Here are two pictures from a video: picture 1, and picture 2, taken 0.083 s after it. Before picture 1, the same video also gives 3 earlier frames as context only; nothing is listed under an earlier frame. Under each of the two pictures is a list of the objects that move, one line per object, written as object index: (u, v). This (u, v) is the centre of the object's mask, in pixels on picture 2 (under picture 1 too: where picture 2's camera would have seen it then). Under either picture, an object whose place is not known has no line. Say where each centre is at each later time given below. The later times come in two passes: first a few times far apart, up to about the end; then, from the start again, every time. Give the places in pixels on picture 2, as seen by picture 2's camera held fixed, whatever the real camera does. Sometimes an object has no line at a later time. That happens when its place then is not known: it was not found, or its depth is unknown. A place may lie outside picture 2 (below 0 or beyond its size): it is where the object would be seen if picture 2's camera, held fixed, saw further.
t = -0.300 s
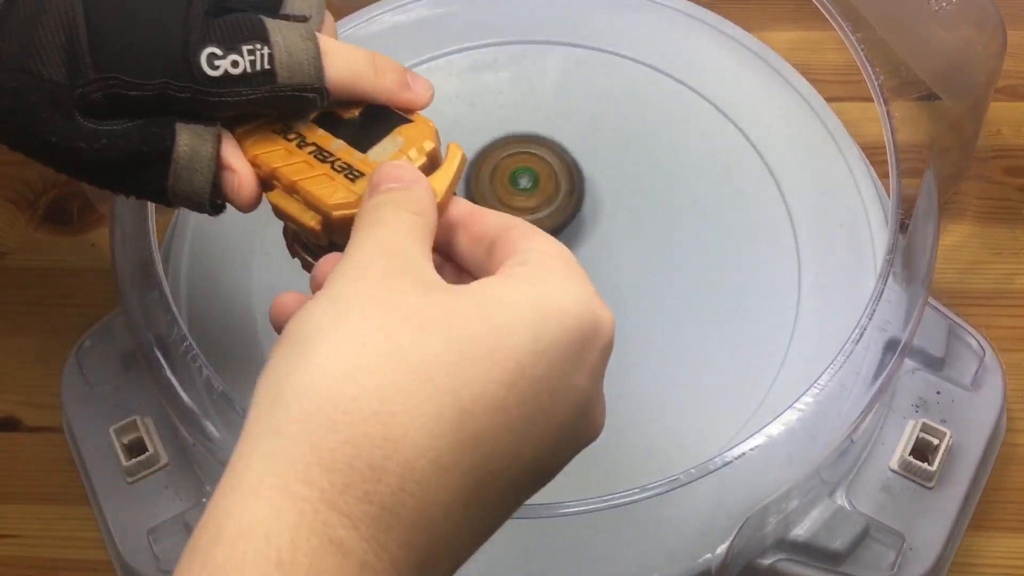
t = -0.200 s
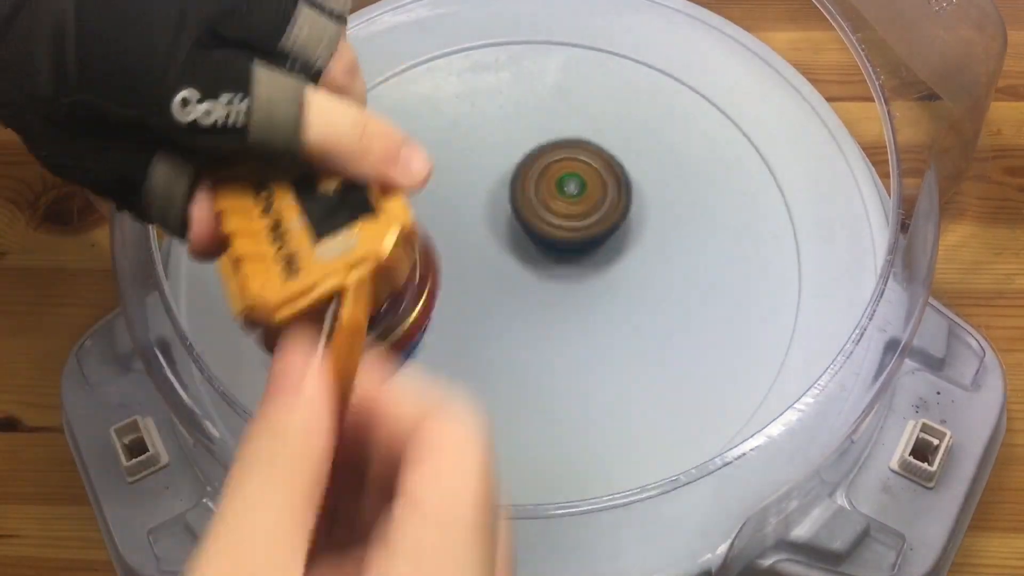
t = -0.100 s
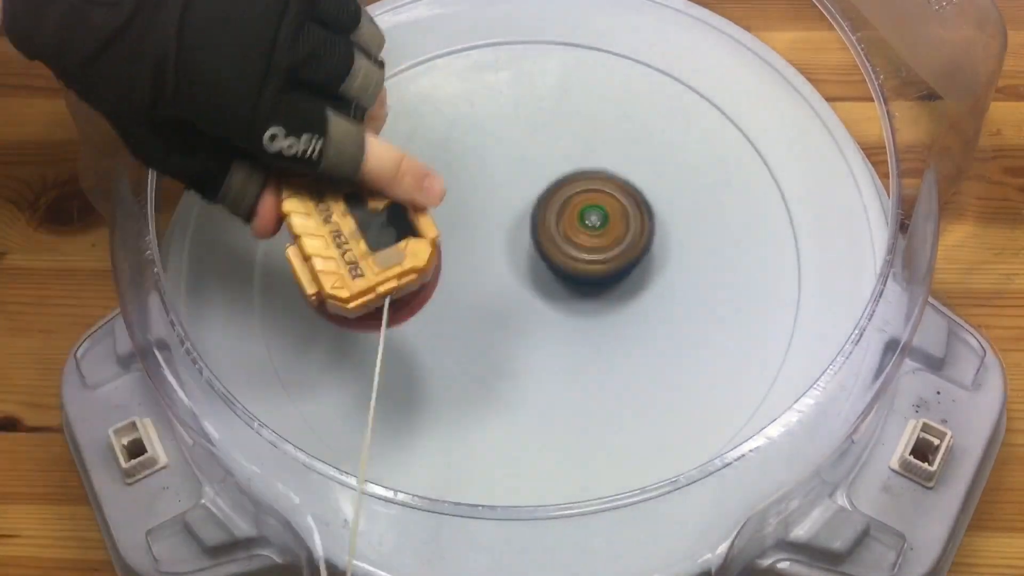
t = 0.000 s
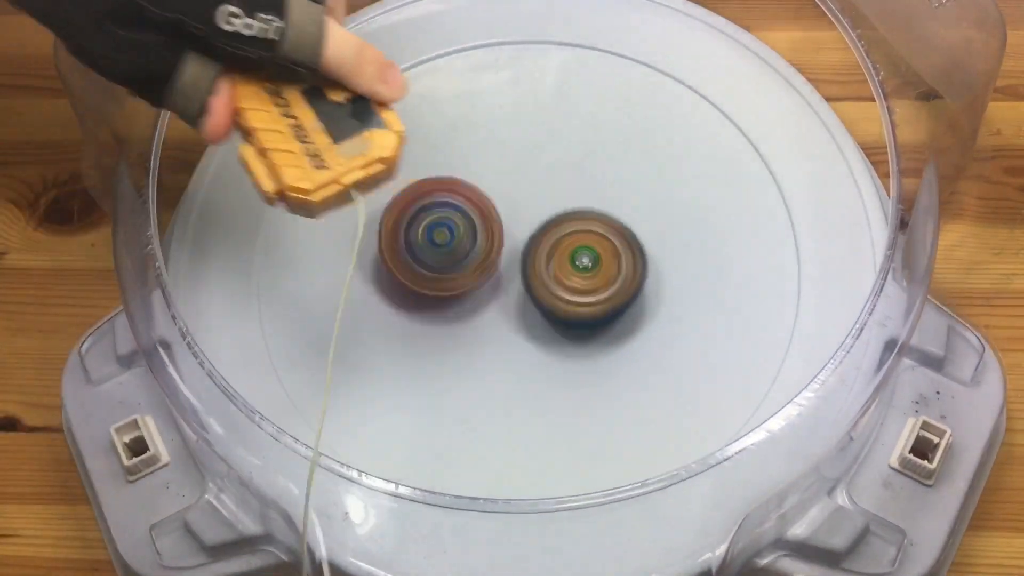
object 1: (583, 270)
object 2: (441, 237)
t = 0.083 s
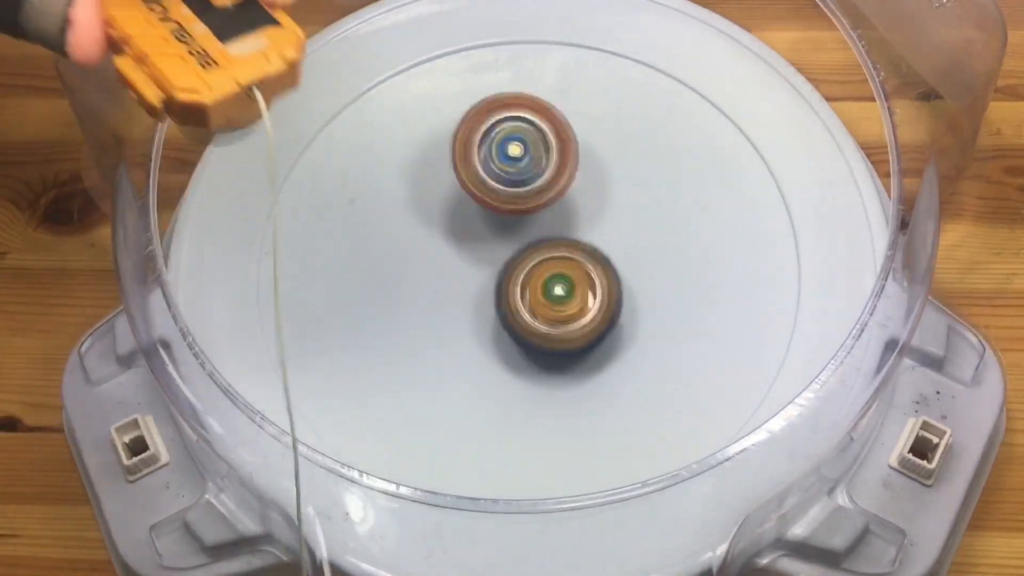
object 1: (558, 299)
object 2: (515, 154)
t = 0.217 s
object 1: (502, 319)
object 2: (628, 98)
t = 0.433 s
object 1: (454, 271)
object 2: (677, 103)
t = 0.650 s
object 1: (436, 177)
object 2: (617, 246)
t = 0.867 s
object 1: (378, 118)
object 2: (665, 394)
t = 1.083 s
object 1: (543, 214)
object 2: (588, 357)
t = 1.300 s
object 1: (638, 98)
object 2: (508, 439)
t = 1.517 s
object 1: (603, 167)
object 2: (539, 356)
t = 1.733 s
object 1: (546, 40)
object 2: (541, 441)
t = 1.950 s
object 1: (539, 154)
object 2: (555, 369)
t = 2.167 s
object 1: (515, 92)
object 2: (618, 376)
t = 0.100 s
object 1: (555, 302)
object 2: (530, 146)
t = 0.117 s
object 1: (547, 308)
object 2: (543, 143)
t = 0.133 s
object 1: (542, 310)
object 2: (558, 143)
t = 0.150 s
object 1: (533, 314)
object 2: (573, 129)
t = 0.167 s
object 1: (528, 317)
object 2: (588, 115)
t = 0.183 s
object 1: (518, 319)
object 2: (599, 106)
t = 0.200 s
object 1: (511, 320)
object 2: (613, 101)
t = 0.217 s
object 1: (502, 319)
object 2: (628, 98)
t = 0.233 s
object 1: (494, 322)
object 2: (638, 87)
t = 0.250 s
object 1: (487, 315)
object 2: (644, 79)
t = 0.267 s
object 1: (480, 315)
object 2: (654, 76)
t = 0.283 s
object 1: (475, 315)
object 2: (663, 76)
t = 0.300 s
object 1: (468, 313)
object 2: (671, 78)
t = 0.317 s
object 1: (466, 310)
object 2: (673, 75)
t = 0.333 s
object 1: (460, 307)
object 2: (677, 75)
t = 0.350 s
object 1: (460, 299)
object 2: (682, 78)
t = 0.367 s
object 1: (457, 295)
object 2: (685, 84)
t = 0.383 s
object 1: (456, 291)
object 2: (682, 84)
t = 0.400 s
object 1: (454, 286)
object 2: (680, 87)
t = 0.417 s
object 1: (453, 279)
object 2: (679, 94)
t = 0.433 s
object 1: (454, 271)
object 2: (677, 103)
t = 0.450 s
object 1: (453, 266)
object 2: (672, 115)
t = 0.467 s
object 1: (455, 259)
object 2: (665, 123)
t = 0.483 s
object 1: (455, 253)
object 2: (661, 134)
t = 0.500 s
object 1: (457, 245)
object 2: (655, 142)
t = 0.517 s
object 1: (460, 239)
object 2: (646, 151)
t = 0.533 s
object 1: (461, 233)
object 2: (637, 161)
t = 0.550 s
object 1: (465, 225)
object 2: (630, 172)
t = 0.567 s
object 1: (467, 218)
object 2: (621, 182)
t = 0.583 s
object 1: (472, 213)
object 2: (610, 189)
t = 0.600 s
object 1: (476, 207)
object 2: (599, 200)
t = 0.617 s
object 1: (468, 198)
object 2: (601, 218)
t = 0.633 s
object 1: (453, 187)
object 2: (608, 232)
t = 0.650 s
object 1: (436, 177)
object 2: (617, 246)
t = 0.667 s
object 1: (423, 168)
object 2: (626, 263)
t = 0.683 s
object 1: (411, 158)
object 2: (634, 275)
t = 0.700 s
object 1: (400, 151)
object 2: (640, 292)
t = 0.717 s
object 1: (392, 141)
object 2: (648, 302)
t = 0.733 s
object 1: (382, 136)
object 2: (652, 312)
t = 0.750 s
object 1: (377, 129)
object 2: (657, 328)
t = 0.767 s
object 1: (373, 124)
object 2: (661, 342)
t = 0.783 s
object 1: (368, 122)
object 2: (664, 348)
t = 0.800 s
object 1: (369, 118)
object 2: (665, 358)
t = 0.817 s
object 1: (368, 116)
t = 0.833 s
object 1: (370, 118)
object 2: (668, 380)
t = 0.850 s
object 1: (374, 117)
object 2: (665, 386)
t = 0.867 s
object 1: (378, 118)
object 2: (665, 394)
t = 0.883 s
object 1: (385, 121)
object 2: (662, 396)
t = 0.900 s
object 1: (392, 123)
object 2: (657, 402)
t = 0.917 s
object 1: (402, 129)
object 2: (655, 403)
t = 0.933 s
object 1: (413, 132)
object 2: (649, 403)
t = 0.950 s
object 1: (425, 140)
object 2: (644, 405)
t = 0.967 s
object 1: (438, 148)
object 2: (639, 401)
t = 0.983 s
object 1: (450, 154)
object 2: (631, 398)
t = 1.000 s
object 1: (468, 165)
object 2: (626, 393)
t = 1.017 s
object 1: (481, 174)
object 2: (617, 387)
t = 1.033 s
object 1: (496, 184)
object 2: (611, 382)
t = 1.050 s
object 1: (512, 194)
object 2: (604, 373)
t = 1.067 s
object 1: (526, 204)
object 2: (594, 367)
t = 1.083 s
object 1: (543, 214)
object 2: (588, 357)
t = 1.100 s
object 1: (556, 223)
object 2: (578, 348)
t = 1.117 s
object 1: (570, 229)
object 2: (572, 337)
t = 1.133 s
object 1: (581, 220)
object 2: (563, 348)
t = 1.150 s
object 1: (589, 203)
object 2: (557, 366)
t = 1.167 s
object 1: (598, 189)
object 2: (551, 380)
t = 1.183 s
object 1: (607, 173)
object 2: (542, 391)
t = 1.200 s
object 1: (613, 157)
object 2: (538, 406)
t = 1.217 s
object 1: (619, 145)
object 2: (531, 415)
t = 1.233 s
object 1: (625, 134)
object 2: (523, 426)
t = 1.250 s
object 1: (629, 122)
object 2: (521, 430)
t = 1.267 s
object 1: (632, 113)
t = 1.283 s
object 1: (635, 104)
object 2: (513, 437)
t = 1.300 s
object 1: (638, 98)
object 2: (508, 439)
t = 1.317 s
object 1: (638, 95)
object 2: (509, 440)
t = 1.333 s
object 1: (639, 90)
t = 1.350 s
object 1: (639, 90)
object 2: (508, 440)
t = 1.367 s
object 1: (638, 91)
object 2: (506, 436)
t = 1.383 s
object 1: (636, 93)
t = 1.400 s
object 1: (635, 98)
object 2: (510, 428)
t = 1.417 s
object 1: (632, 103)
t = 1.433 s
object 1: (628, 110)
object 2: (516, 413)
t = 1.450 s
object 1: (625, 121)
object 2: (522, 406)
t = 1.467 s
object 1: (621, 129)
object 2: (524, 391)
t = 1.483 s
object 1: (614, 140)
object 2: (531, 382)
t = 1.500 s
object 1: (609, 155)
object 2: (533, 367)
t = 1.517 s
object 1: (603, 167)
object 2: (539, 356)
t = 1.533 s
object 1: (595, 181)
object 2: (542, 341)
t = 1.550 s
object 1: (587, 195)
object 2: (548, 328)
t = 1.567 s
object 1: (581, 206)
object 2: (550, 316)
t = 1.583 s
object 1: (574, 197)
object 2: (553, 325)
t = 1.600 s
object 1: (571, 173)
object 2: (550, 336)
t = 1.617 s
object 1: (567, 153)
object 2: (549, 349)
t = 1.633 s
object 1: (563, 131)
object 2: (547, 368)
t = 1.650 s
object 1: (560, 111)
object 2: (545, 387)
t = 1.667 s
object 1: (557, 92)
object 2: (544, 412)
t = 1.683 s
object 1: (554, 75)
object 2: (542, 419)
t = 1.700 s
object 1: (551, 60)
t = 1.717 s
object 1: (548, 48)
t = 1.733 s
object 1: (546, 40)
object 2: (541, 441)
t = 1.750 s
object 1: (544, 37)
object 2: (539, 449)
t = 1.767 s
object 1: (542, 38)
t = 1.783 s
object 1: (540, 41)
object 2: (541, 448)
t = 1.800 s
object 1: (538, 47)
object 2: (542, 447)
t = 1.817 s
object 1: (537, 53)
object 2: (543, 449)
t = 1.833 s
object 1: (536, 61)
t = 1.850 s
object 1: (536, 72)
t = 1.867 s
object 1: (535, 83)
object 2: (547, 435)
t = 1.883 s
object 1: (535, 95)
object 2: (548, 421)
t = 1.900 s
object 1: (536, 110)
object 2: (551, 409)
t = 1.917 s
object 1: (537, 122)
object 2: (550, 398)
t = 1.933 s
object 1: (538, 137)
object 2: (553, 382)
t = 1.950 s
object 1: (539, 154)
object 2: (555, 369)
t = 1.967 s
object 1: (539, 169)
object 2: (553, 355)
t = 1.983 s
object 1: (540, 185)
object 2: (557, 338)
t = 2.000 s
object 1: (541, 198)
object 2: (559, 324)
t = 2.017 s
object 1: (541, 207)
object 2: (560, 313)
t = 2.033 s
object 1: (537, 194)
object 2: (569, 321)
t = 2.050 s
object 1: (534, 180)
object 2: (573, 330)
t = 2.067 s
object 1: (530, 165)
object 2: (580, 341)
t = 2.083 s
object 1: (528, 150)
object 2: (588, 350)
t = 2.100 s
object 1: (524, 136)
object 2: (592, 356)
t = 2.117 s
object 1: (522, 124)
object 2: (600, 363)
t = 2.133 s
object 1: (519, 112)
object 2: (607, 369)
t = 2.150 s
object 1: (517, 103)
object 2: (611, 372)
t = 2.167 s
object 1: (515, 92)
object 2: (618, 376)
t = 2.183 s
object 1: (514, 84)
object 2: (625, 380)
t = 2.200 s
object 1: (513, 77)
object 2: (628, 381)
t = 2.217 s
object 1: (512, 71)
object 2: (634, 379)
